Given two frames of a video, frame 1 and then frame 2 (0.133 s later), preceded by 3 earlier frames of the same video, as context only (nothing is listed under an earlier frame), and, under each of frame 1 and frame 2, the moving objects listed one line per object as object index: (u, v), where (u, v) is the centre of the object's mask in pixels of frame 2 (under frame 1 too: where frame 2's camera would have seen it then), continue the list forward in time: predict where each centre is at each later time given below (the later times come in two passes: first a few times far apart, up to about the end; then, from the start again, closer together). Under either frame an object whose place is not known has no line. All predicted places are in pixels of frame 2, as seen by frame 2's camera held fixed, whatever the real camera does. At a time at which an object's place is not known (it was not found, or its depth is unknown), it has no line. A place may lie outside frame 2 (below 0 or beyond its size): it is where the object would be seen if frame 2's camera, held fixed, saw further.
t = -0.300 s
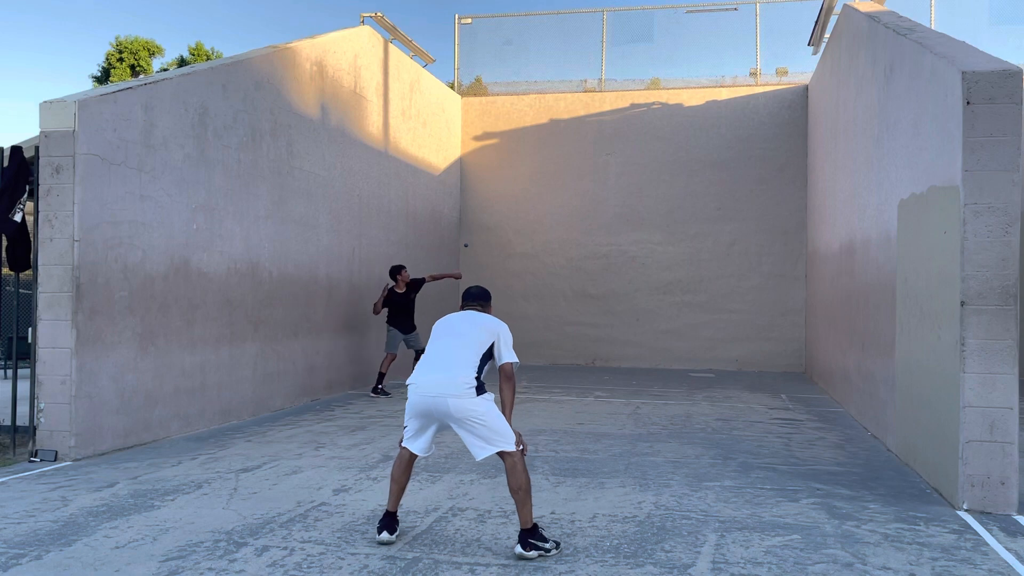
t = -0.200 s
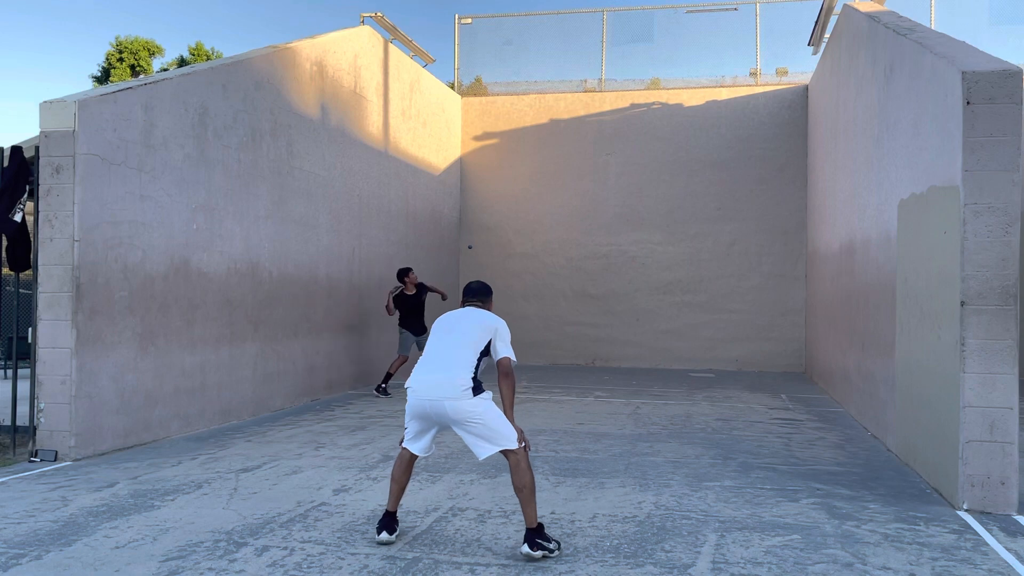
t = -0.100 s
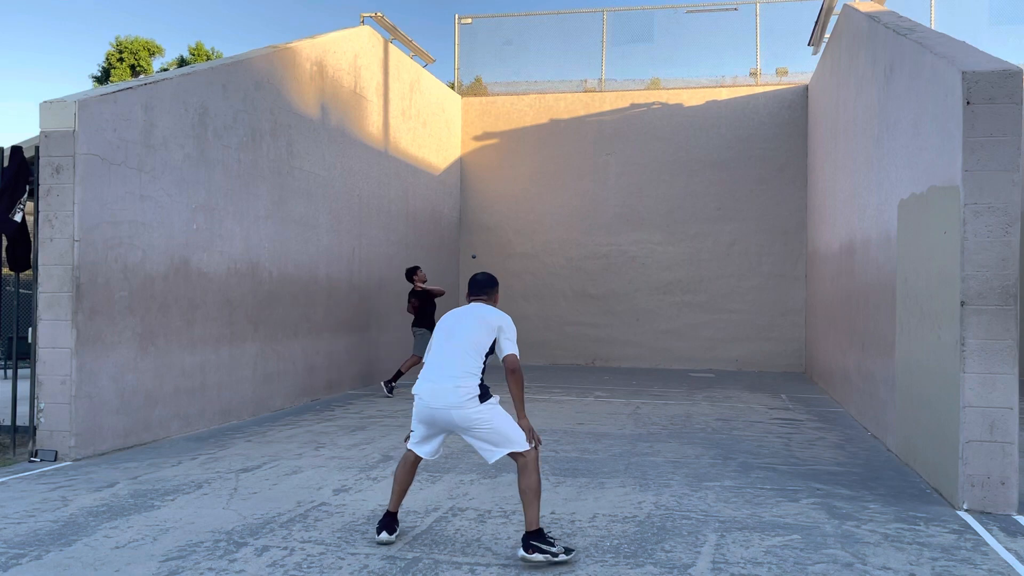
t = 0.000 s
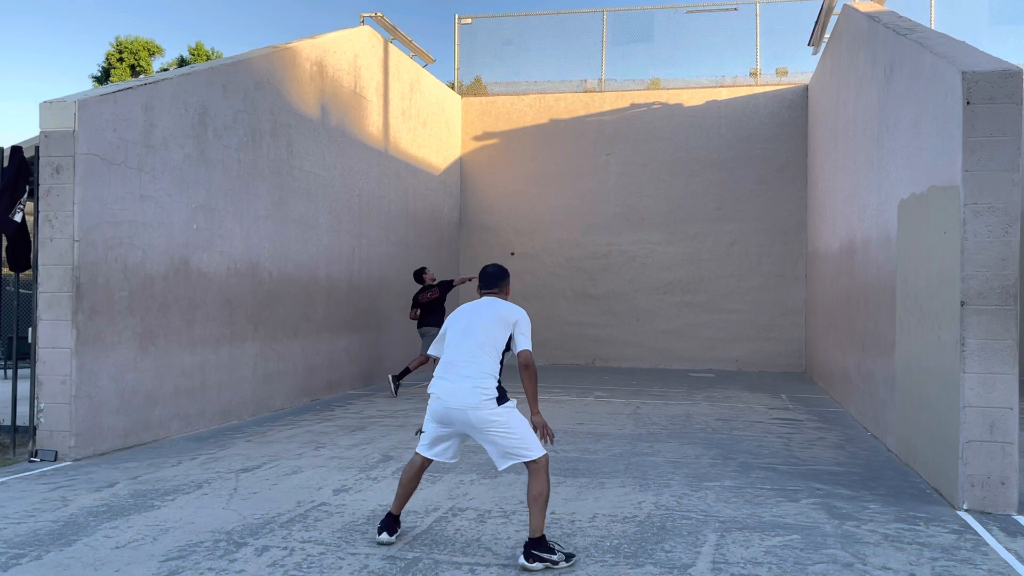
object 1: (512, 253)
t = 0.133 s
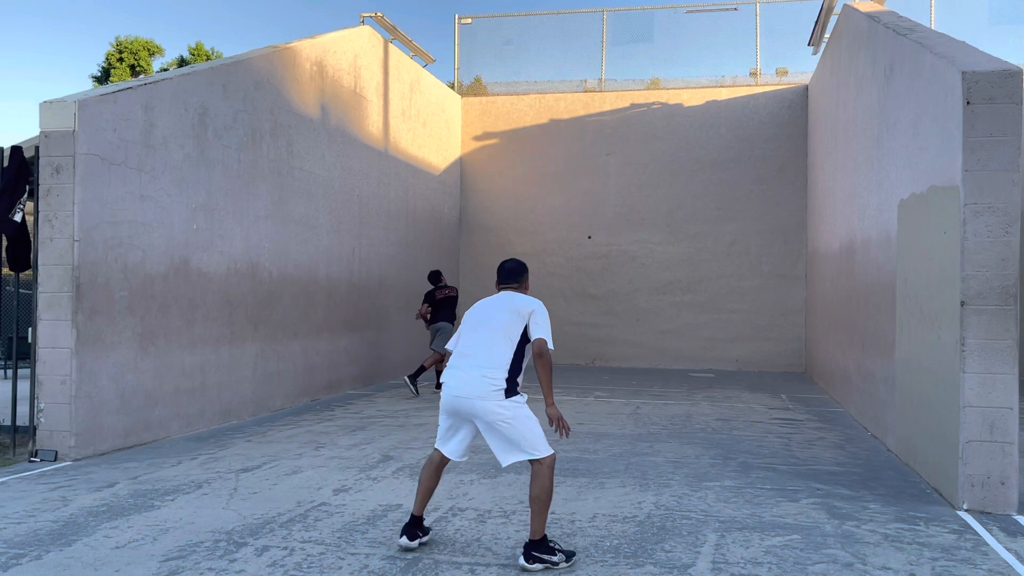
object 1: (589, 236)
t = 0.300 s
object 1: (628, 229)
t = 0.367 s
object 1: (637, 229)
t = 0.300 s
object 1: (628, 229)
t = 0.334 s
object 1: (632, 228)
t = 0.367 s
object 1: (637, 229)
